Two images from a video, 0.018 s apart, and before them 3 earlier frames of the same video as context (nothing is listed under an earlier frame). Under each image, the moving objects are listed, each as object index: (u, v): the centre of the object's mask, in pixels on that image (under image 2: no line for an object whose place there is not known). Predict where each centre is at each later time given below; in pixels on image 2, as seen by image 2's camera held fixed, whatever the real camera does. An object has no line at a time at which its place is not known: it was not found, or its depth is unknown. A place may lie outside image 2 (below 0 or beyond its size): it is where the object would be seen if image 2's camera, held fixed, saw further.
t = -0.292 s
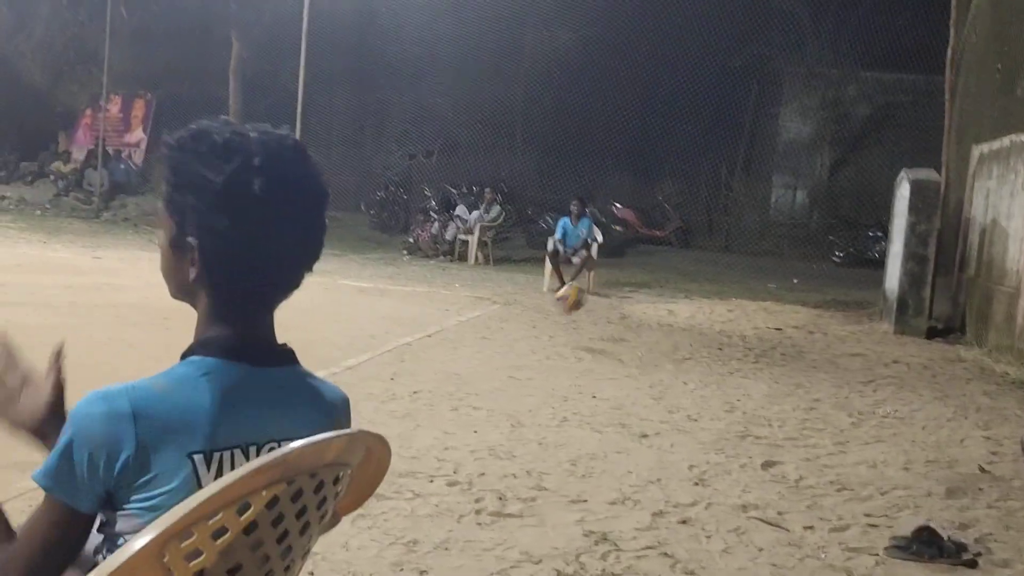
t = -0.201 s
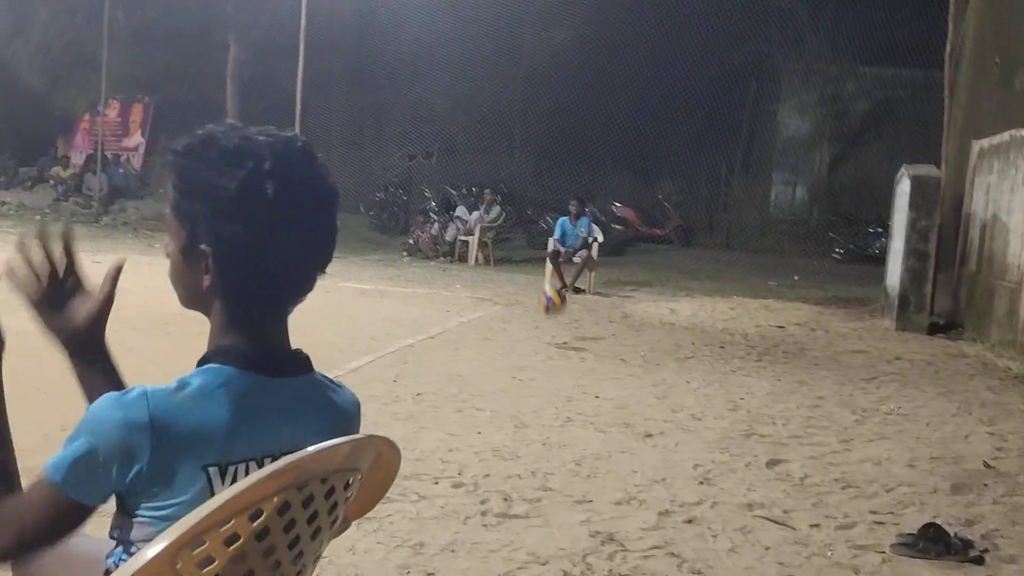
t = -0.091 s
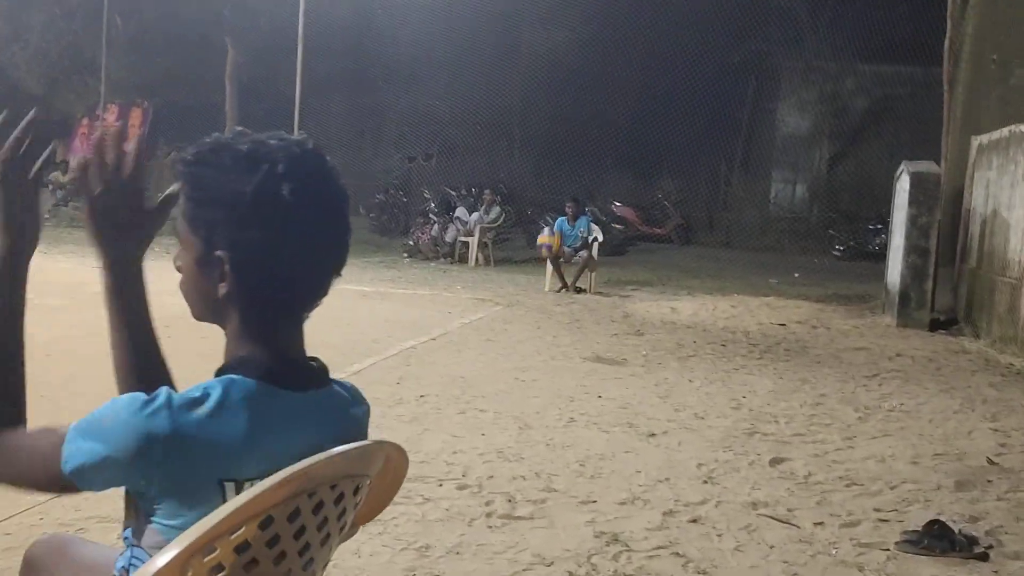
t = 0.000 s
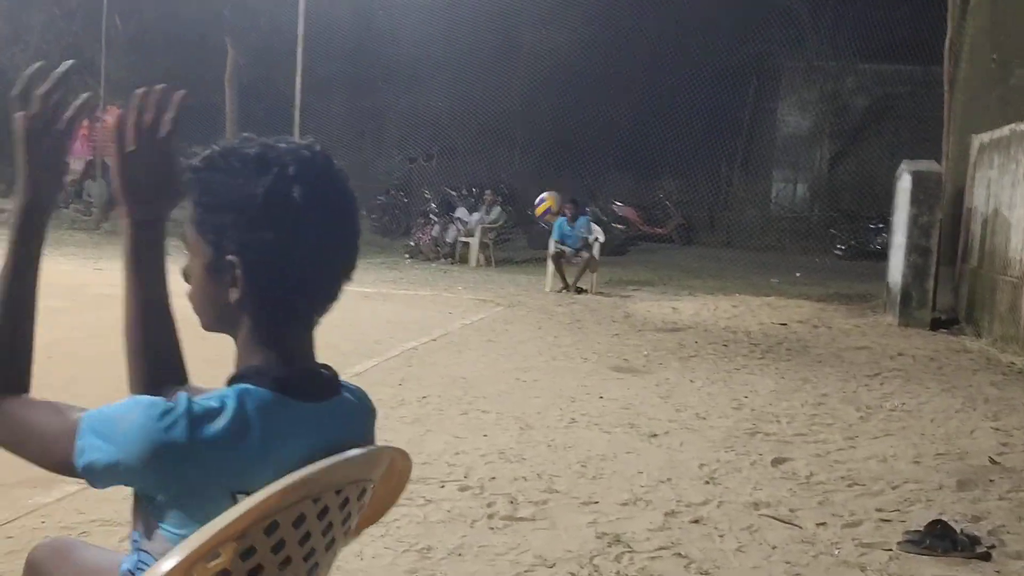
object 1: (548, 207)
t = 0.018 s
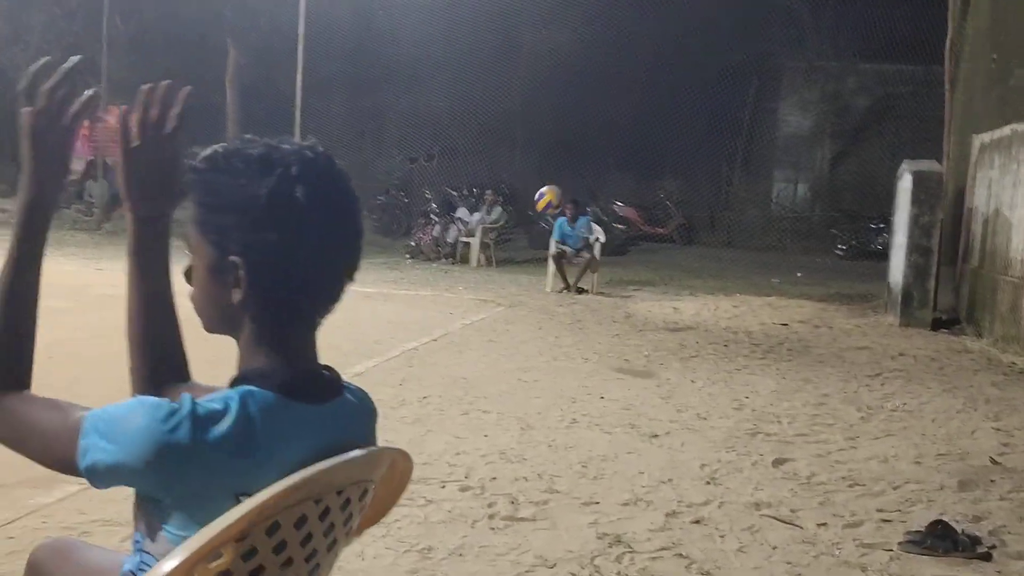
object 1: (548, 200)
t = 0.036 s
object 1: (548, 195)
